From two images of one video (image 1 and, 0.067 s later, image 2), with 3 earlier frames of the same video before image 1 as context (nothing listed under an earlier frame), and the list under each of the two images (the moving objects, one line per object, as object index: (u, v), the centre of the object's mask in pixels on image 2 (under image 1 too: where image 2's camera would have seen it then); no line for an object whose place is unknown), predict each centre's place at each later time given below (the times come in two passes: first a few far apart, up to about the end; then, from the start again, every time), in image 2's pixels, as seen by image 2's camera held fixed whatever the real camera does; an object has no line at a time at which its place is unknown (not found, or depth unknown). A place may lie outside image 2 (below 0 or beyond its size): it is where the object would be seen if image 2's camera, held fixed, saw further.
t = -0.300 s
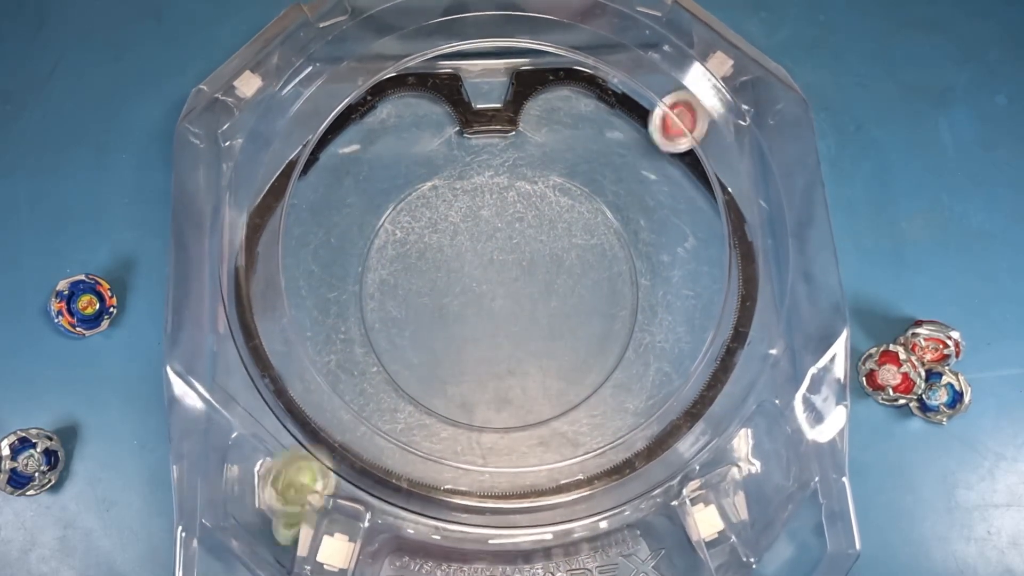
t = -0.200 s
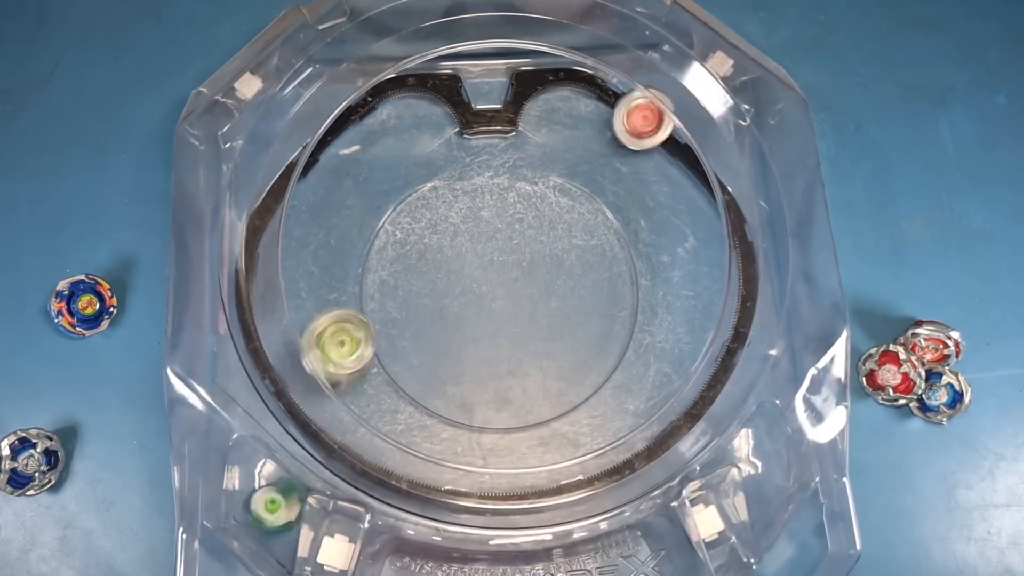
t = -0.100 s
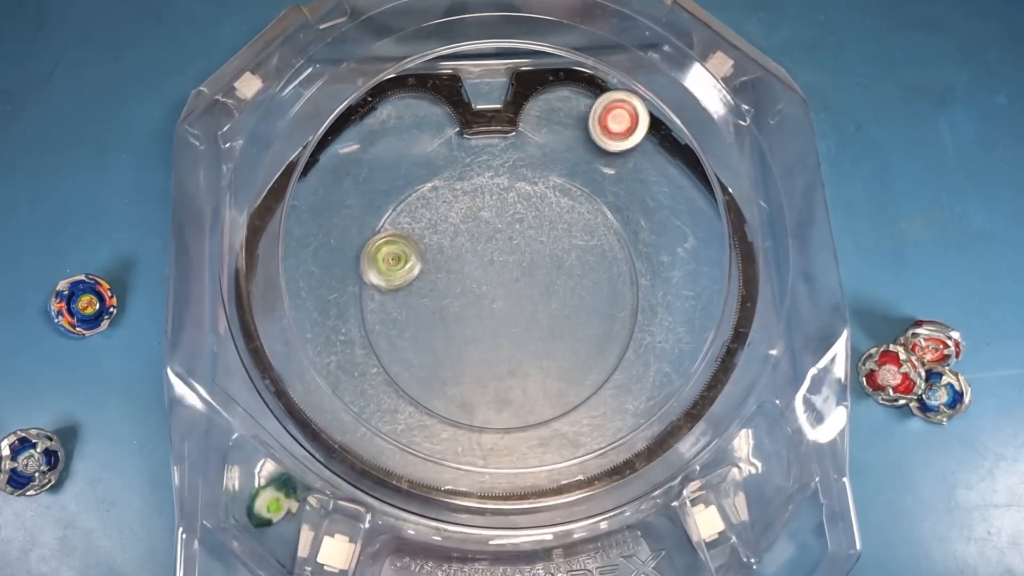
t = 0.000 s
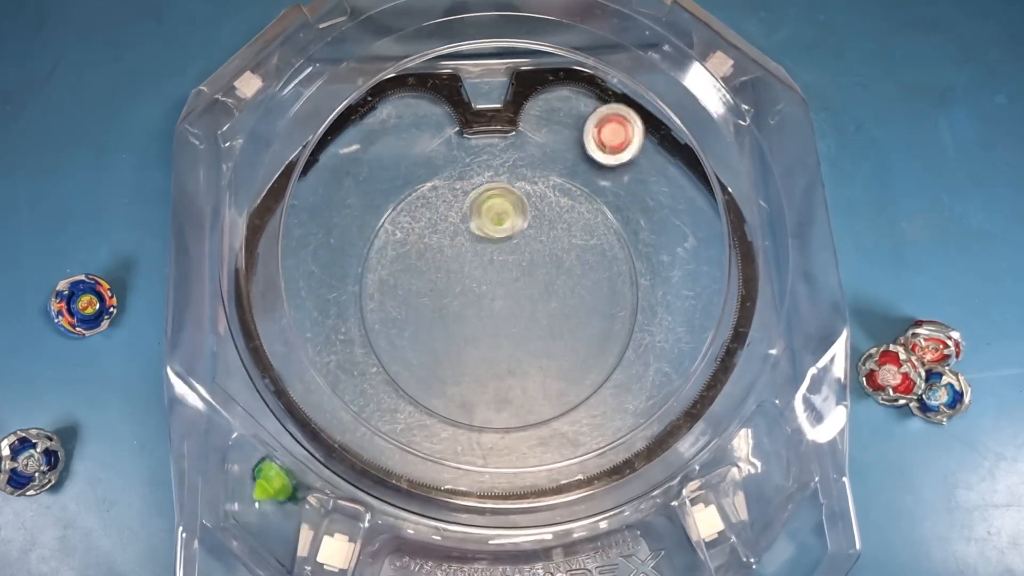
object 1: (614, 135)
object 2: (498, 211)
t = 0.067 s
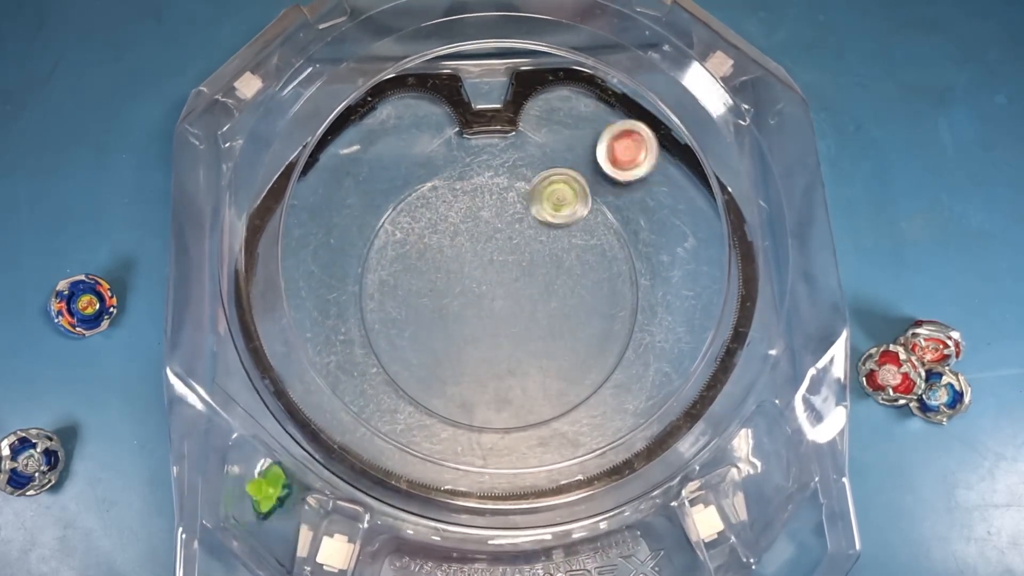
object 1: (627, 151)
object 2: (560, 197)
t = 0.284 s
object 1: (720, 249)
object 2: (635, 193)
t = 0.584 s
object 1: (693, 367)
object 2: (609, 223)
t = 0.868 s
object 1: (579, 455)
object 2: (490, 316)
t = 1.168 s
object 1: (413, 456)
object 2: (466, 339)
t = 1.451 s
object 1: (295, 362)
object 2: (490, 302)
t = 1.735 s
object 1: (277, 225)
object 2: (492, 295)
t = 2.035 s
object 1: (363, 122)
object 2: (492, 295)
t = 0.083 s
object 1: (632, 156)
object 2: (571, 197)
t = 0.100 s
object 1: (638, 162)
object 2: (582, 197)
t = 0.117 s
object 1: (645, 168)
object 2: (591, 198)
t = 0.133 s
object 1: (650, 175)
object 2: (599, 199)
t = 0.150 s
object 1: (660, 183)
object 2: (604, 198)
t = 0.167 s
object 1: (670, 192)
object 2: (609, 195)
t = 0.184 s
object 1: (679, 202)
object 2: (614, 194)
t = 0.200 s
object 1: (687, 210)
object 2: (617, 195)
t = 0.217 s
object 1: (694, 219)
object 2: (621, 195)
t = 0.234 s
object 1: (698, 227)
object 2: (625, 194)
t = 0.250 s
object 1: (706, 234)
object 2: (628, 193)
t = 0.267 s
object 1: (713, 241)
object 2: (632, 193)
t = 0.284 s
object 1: (720, 249)
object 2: (635, 193)
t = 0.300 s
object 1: (727, 257)
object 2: (638, 192)
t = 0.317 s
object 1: (730, 266)
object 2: (639, 193)
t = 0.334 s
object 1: (727, 273)
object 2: (641, 192)
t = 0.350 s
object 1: (726, 280)
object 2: (642, 193)
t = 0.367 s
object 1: (726, 287)
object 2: (643, 194)
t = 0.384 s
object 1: (727, 295)
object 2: (643, 193)
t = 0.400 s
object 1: (724, 300)
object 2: (643, 193)
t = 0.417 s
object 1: (719, 305)
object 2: (642, 194)
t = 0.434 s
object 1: (715, 310)
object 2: (639, 196)
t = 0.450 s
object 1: (711, 315)
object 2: (637, 197)
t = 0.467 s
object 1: (709, 321)
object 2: (635, 198)
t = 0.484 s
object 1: (706, 327)
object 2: (631, 201)
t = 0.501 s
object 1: (705, 333)
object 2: (628, 204)
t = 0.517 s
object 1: (705, 341)
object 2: (624, 207)
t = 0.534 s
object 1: (705, 349)
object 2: (621, 211)
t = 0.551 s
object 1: (703, 356)
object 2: (617, 215)
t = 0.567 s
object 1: (698, 362)
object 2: (613, 220)
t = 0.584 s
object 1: (693, 367)
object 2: (609, 223)
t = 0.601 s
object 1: (688, 373)
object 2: (602, 228)
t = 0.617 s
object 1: (685, 379)
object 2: (596, 233)
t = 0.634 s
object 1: (681, 387)
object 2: (589, 237)
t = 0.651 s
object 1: (675, 394)
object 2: (581, 244)
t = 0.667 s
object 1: (668, 397)
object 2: (573, 249)
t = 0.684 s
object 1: (661, 401)
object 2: (562, 257)
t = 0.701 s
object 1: (654, 406)
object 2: (556, 263)
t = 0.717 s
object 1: (647, 411)
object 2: (547, 269)
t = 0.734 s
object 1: (641, 417)
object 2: (541, 275)
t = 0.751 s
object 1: (634, 424)
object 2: (533, 281)
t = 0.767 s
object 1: (627, 431)
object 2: (527, 288)
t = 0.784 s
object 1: (621, 438)
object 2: (520, 292)
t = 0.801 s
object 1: (613, 442)
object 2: (514, 298)
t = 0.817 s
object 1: (604, 445)
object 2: (508, 302)
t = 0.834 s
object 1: (595, 448)
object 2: (501, 308)
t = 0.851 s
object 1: (588, 451)
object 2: (496, 311)
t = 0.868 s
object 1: (579, 455)
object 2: (490, 316)
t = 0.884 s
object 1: (570, 459)
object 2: (485, 321)
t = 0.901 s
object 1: (562, 461)
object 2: (480, 325)
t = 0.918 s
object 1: (552, 464)
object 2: (475, 328)
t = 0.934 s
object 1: (542, 465)
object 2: (473, 331)
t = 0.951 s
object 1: (532, 466)
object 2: (470, 336)
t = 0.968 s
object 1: (524, 467)
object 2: (467, 337)
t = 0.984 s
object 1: (514, 468)
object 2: (466, 340)
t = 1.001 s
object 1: (506, 469)
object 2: (462, 343)
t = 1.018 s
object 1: (496, 468)
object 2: (463, 342)
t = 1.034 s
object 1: (488, 467)
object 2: (462, 344)
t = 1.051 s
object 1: (479, 466)
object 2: (460, 345)
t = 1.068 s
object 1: (469, 466)
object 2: (461, 344)
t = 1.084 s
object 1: (459, 466)
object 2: (461, 345)
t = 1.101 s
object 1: (450, 466)
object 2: (461, 344)
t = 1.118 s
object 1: (441, 464)
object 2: (463, 343)
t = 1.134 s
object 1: (430, 461)
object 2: (464, 343)
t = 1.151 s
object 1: (422, 459)
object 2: (464, 341)
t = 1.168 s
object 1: (413, 456)
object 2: (466, 339)
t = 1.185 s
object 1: (405, 453)
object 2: (467, 338)
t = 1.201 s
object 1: (398, 448)
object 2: (469, 335)
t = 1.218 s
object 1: (390, 443)
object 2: (471, 332)
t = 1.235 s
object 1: (382, 438)
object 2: (472, 331)
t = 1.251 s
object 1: (374, 434)
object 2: (473, 328)
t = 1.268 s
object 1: (366, 429)
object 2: (476, 324)
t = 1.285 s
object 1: (358, 424)
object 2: (478, 322)
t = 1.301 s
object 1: (351, 420)
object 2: (479, 318)
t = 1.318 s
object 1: (342, 414)
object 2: (481, 316)
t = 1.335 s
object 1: (335, 410)
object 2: (482, 313)
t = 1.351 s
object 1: (330, 402)
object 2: (483, 311)
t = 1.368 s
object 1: (325, 396)
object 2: (484, 309)
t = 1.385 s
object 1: (320, 390)
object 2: (486, 308)
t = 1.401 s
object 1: (313, 383)
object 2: (487, 306)
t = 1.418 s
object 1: (307, 377)
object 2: (488, 304)
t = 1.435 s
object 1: (301, 370)
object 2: (489, 303)
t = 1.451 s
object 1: (295, 362)
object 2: (490, 302)
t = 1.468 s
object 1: (290, 354)
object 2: (490, 301)
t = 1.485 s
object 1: (285, 347)
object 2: (490, 300)
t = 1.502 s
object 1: (280, 340)
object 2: (490, 298)
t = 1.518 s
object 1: (276, 330)
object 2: (490, 298)
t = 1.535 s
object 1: (272, 323)
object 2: (491, 297)
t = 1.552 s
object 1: (271, 313)
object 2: (492, 296)
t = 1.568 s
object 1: (270, 303)
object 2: (492, 295)
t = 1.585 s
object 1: (269, 295)
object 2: (492, 295)
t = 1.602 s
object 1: (268, 286)
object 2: (493, 295)
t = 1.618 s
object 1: (267, 279)
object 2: (492, 295)
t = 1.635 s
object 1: (265, 270)
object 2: (492, 295)
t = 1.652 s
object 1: (266, 262)
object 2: (492, 295)
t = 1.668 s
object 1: (269, 255)
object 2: (492, 295)
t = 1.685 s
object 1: (272, 248)
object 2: (492, 295)
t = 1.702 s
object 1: (275, 240)
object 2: (493, 295)
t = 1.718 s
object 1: (276, 233)
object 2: (493, 295)
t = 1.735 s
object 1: (277, 225)
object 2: (492, 295)
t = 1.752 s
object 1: (279, 219)
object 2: (492, 295)
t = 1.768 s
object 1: (284, 216)
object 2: (492, 295)
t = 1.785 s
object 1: (290, 212)
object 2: (492, 295)
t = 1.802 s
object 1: (295, 208)
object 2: (492, 295)
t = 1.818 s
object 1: (299, 203)
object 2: (492, 295)
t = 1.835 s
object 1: (304, 198)
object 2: (492, 295)
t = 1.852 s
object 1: (307, 192)
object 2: (492, 295)
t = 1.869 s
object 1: (311, 186)
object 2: (492, 295)
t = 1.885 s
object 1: (314, 181)
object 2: (492, 295)
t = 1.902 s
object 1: (318, 174)
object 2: (492, 295)
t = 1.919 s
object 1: (322, 166)
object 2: (492, 295)
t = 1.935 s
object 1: (326, 159)
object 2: (492, 295)
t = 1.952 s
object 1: (331, 152)
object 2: (492, 295)
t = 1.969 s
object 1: (338, 145)
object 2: (492, 295)
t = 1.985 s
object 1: (343, 138)
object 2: (492, 295)
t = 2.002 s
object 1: (350, 133)
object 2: (492, 295)
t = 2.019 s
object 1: (356, 127)
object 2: (492, 295)
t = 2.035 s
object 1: (363, 122)
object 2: (492, 295)
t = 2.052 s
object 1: (370, 118)
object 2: (492, 295)
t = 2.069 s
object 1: (377, 113)
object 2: (492, 295)
